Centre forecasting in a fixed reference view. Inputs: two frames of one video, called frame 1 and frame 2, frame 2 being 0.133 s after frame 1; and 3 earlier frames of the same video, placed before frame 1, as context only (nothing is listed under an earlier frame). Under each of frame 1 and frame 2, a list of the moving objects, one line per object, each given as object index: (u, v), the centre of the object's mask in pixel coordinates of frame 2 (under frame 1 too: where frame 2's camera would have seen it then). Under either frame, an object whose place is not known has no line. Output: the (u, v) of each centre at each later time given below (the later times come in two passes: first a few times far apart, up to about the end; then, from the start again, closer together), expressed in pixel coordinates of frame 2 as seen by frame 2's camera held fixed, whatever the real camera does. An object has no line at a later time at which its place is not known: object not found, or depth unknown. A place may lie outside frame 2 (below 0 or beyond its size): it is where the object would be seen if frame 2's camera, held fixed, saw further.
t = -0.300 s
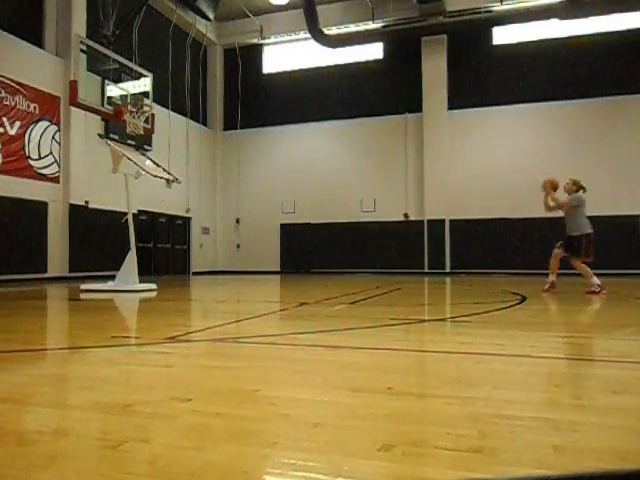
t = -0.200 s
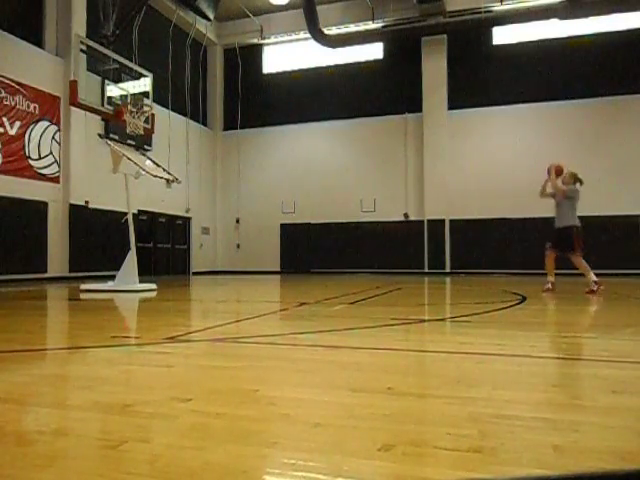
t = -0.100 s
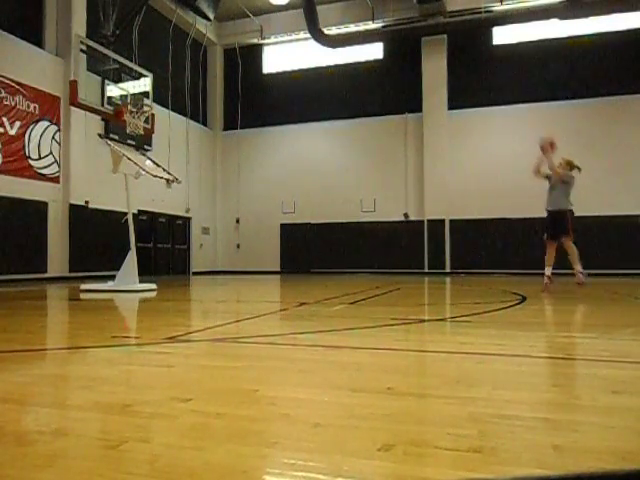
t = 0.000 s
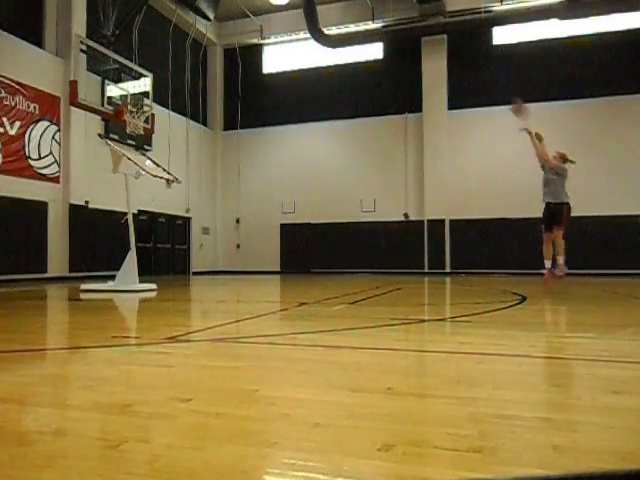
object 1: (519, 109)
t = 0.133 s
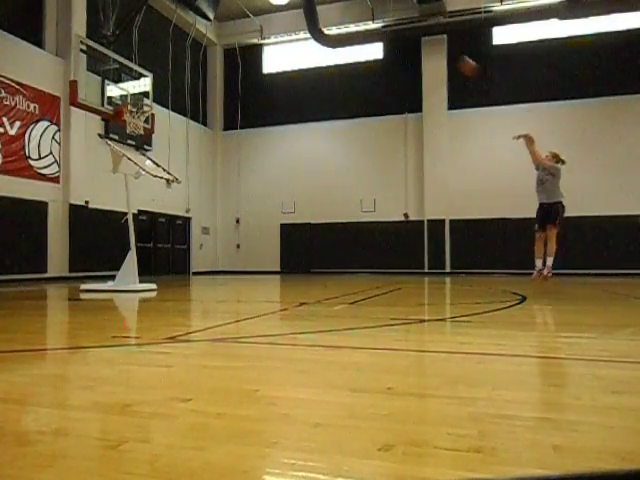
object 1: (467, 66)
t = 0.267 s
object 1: (418, 36)
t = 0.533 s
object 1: (326, 13)
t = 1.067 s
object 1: (161, 87)
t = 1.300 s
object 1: (168, 82)
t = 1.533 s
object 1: (198, 89)
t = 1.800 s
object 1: (244, 157)
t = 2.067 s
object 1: (303, 284)
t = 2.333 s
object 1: (348, 157)
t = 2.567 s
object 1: (399, 93)
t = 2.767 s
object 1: (458, 88)
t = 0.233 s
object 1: (430, 42)
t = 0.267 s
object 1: (418, 36)
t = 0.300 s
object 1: (408, 32)
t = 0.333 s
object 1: (394, 26)
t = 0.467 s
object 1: (348, 15)
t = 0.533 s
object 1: (326, 13)
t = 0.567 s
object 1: (316, 13)
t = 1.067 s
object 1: (161, 87)
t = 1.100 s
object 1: (151, 96)
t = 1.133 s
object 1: (150, 97)
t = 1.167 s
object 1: (154, 92)
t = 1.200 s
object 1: (157, 89)
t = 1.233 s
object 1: (160, 87)
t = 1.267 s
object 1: (165, 83)
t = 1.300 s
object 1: (168, 82)
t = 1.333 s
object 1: (172, 81)
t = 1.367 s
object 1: (176, 81)
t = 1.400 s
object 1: (181, 81)
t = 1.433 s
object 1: (185, 81)
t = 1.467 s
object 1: (190, 83)
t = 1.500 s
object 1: (195, 86)
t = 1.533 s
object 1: (198, 89)
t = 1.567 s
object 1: (203, 94)
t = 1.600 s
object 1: (210, 99)
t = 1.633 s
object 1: (215, 106)
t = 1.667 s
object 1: (221, 114)
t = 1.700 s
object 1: (226, 122)
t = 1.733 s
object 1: (231, 131)
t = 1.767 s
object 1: (237, 145)
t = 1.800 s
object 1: (244, 157)
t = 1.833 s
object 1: (250, 172)
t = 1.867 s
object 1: (257, 187)
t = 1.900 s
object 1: (264, 206)
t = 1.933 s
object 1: (273, 227)
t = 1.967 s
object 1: (281, 246)
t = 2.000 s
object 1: (290, 269)
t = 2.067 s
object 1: (303, 284)
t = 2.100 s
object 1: (308, 263)
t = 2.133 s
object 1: (313, 249)
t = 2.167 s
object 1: (318, 234)
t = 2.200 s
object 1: (323, 216)
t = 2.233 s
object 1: (329, 197)
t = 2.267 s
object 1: (336, 184)
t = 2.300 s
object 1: (341, 170)
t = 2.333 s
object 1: (348, 157)
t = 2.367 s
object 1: (354, 144)
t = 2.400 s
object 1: (361, 133)
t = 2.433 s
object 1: (368, 122)
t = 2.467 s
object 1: (376, 112)
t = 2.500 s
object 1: (382, 104)
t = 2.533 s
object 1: (391, 98)
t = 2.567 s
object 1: (399, 93)
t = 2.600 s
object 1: (406, 89)
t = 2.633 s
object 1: (415, 86)
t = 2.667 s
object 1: (424, 84)
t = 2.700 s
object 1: (436, 83)
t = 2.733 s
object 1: (447, 85)
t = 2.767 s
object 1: (458, 88)
